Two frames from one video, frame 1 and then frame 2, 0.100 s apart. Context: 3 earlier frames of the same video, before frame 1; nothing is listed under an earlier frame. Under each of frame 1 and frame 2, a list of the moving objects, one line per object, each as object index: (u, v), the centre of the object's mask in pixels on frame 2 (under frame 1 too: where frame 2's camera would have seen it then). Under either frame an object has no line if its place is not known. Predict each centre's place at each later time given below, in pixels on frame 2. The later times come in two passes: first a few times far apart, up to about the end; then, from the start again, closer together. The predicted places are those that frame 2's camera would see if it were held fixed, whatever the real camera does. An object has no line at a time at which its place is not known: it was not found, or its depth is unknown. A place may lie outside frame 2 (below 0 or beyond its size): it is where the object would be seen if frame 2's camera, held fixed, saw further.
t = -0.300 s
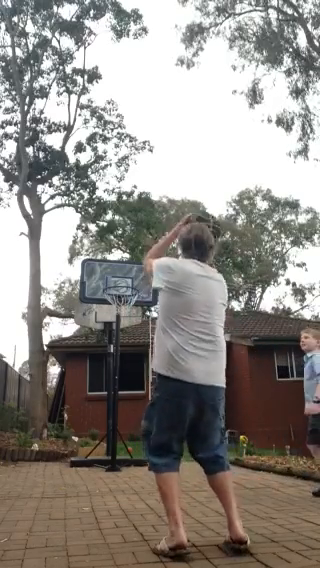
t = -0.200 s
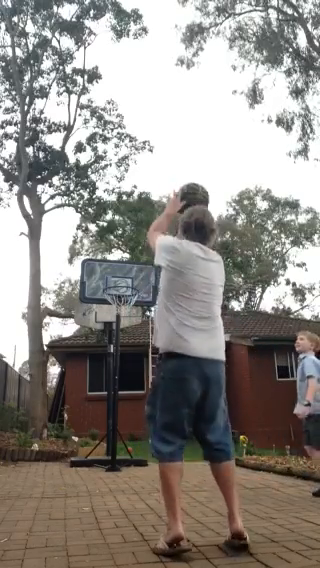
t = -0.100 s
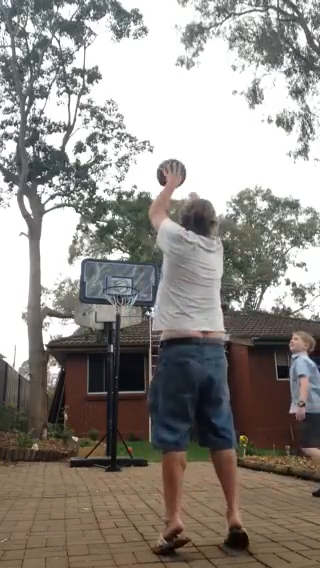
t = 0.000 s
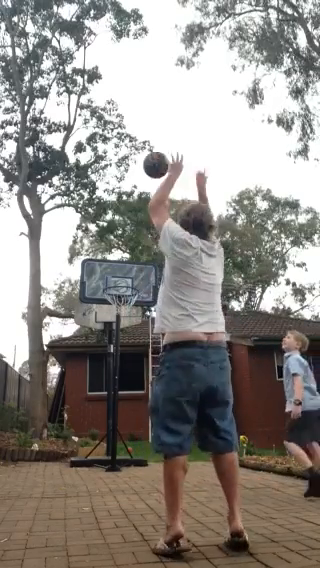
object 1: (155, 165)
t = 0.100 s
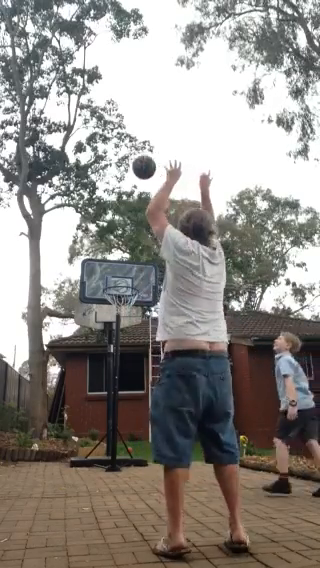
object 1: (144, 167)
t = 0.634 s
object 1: (106, 276)
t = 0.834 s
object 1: (117, 273)
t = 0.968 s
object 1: (130, 269)
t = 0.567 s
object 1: (110, 257)
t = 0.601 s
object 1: (107, 269)
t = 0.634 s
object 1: (106, 276)
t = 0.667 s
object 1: (106, 279)
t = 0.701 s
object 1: (106, 284)
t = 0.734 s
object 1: (108, 282)
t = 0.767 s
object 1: (111, 278)
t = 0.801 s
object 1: (114, 276)
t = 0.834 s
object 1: (117, 273)
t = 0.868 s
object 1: (120, 271)
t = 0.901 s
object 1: (124, 269)
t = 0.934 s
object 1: (127, 268)
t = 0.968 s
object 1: (130, 269)
